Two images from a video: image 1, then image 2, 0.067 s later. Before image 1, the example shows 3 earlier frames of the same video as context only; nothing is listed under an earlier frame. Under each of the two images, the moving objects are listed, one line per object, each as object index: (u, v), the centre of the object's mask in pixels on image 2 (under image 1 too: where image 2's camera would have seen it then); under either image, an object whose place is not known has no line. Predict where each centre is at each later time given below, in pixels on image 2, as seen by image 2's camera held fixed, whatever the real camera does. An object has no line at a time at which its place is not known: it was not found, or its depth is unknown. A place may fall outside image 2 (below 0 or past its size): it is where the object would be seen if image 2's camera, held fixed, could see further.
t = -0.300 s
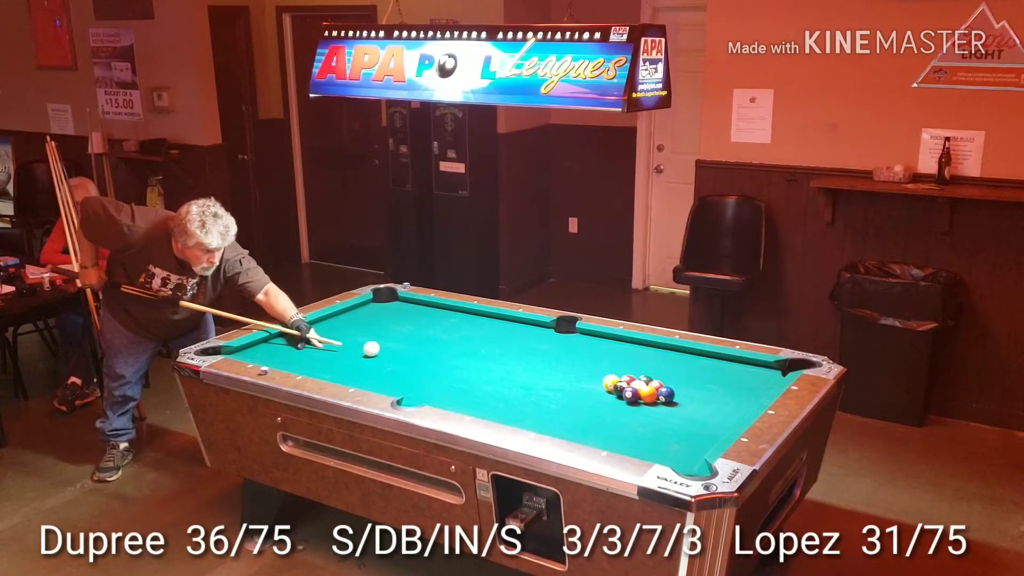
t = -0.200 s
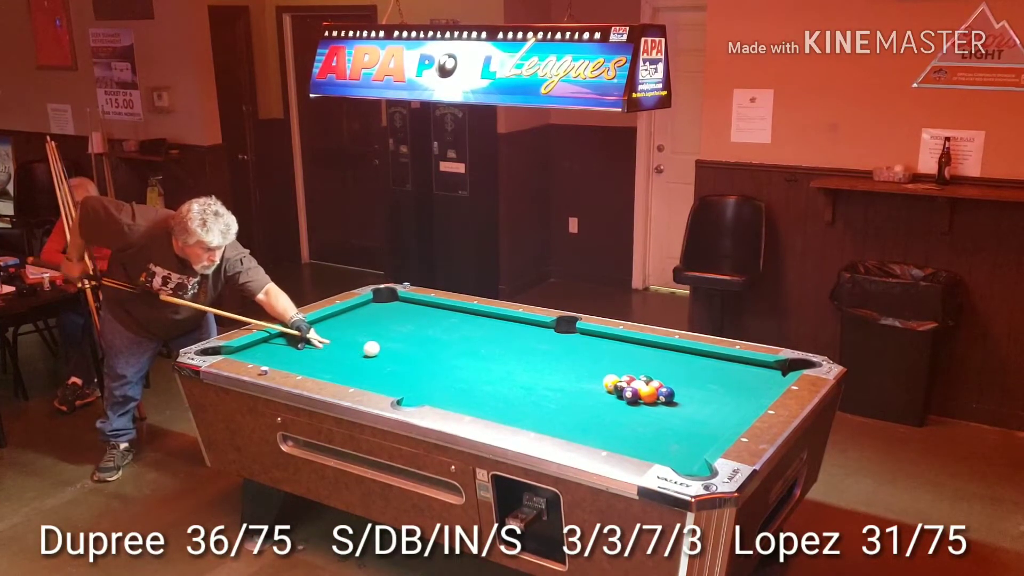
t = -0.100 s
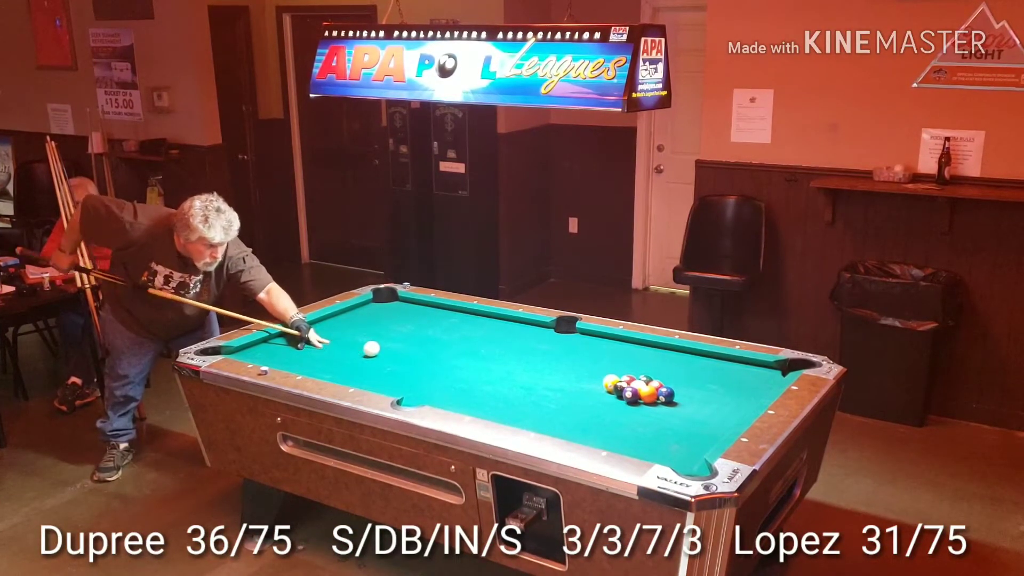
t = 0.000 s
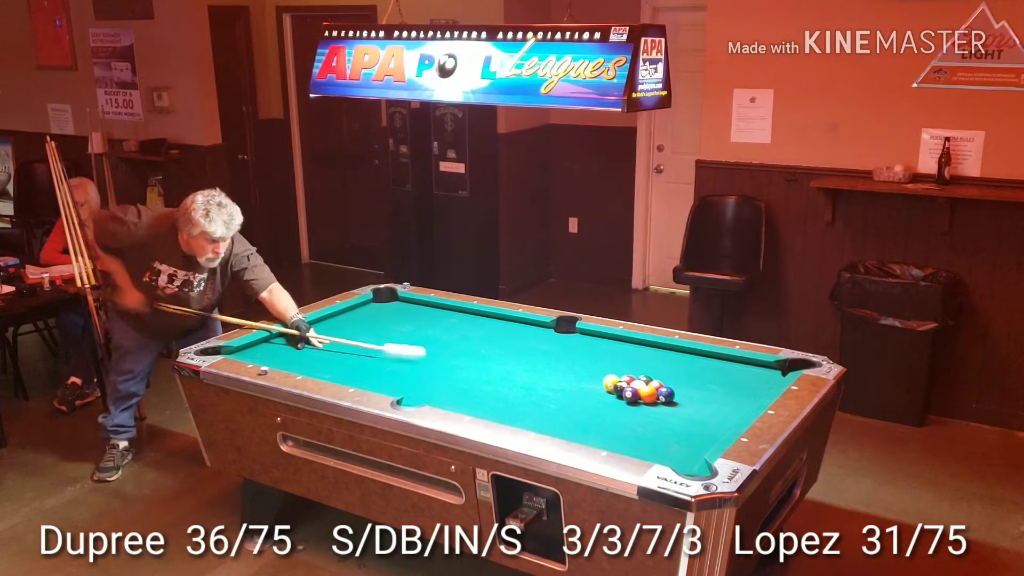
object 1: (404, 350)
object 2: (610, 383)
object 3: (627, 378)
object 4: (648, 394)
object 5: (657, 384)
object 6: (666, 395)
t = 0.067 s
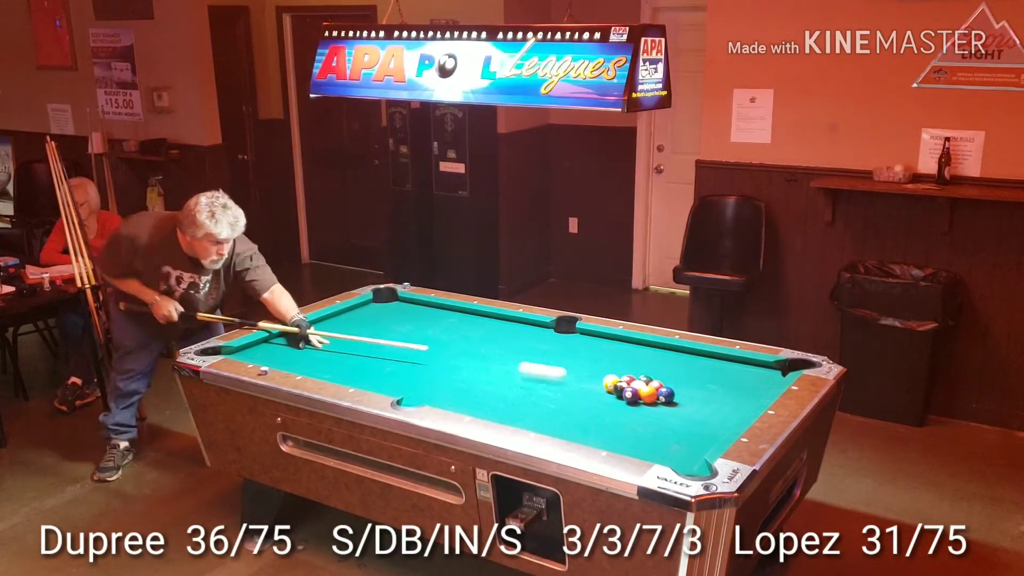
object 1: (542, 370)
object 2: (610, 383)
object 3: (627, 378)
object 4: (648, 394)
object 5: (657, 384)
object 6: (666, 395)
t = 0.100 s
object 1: (593, 375)
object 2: (610, 382)
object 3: (628, 378)
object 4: (650, 395)
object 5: (659, 385)
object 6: (670, 396)
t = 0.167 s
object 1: (578, 363)
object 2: (605, 380)
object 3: (631, 375)
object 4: (669, 405)
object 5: (678, 388)
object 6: (721, 409)
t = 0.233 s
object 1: (562, 363)
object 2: (600, 378)
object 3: (634, 370)
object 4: (688, 413)
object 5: (695, 389)
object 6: (723, 412)
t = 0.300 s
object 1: (549, 361)
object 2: (594, 376)
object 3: (635, 365)
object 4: (705, 421)
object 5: (711, 390)
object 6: (698, 405)
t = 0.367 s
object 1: (538, 360)
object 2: (589, 374)
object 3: (636, 360)
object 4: (720, 429)
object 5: (728, 390)
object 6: (675, 402)
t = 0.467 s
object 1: (525, 354)
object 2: (581, 371)
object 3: (638, 353)
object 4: (702, 430)
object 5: (722, 387)
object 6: (648, 399)
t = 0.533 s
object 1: (519, 352)
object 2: (576, 369)
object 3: (639, 349)
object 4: (689, 429)
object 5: (717, 385)
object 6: (637, 400)
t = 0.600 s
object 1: (515, 349)
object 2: (571, 367)
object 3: (640, 345)
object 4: (676, 429)
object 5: (715, 384)
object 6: (625, 400)
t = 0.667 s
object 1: (511, 347)
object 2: (566, 365)
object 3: (639, 343)
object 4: (664, 429)
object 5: (711, 382)
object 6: (613, 400)
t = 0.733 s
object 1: (508, 344)
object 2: (561, 363)
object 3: (632, 344)
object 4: (651, 429)
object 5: (709, 380)
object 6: (600, 402)
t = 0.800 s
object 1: (504, 342)
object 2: (557, 361)
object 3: (627, 345)
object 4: (639, 429)
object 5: (706, 378)
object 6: (588, 402)
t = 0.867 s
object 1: (500, 340)
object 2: (553, 359)
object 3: (621, 346)
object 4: (627, 428)
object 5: (703, 377)
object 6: (576, 403)
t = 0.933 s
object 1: (497, 338)
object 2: (548, 357)
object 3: (615, 348)
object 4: (615, 428)
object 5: (700, 375)
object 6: (564, 404)
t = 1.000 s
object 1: (494, 336)
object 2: (544, 355)
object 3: (609, 349)
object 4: (603, 427)
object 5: (698, 373)
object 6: (552, 404)
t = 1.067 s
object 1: (490, 334)
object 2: (540, 354)
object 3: (603, 350)
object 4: (591, 426)
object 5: (695, 372)
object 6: (540, 405)
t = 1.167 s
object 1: (485, 331)
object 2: (534, 351)
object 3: (595, 352)
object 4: (570, 425)
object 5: (691, 370)
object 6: (522, 404)
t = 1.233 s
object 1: (483, 329)
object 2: (530, 349)
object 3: (589, 353)
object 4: (555, 423)
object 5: (689, 368)
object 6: (511, 406)
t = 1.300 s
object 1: (480, 327)
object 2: (527, 348)
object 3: (584, 354)
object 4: (541, 421)
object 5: (687, 367)
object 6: (500, 407)
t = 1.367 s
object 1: (477, 325)
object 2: (523, 346)
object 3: (578, 356)
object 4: (527, 419)
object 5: (684, 366)
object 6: (488, 407)
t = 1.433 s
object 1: (474, 323)
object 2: (519, 345)
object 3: (573, 357)
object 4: (513, 416)
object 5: (682, 365)
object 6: (477, 407)
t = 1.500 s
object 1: (471, 322)
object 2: (516, 343)
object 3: (567, 357)
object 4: (499, 414)
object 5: (680, 363)
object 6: (466, 406)
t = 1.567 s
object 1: (468, 320)
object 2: (513, 342)
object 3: (562, 359)
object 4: (490, 411)
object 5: (678, 362)
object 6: (460, 405)
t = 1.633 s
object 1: (466, 318)
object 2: (510, 341)
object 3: (557, 360)
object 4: (482, 409)
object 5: (675, 361)
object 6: (457, 403)
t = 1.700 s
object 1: (463, 316)
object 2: (506, 339)
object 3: (551, 361)
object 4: (474, 406)
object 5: (674, 360)
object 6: (454, 402)
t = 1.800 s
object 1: (459, 314)
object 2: (502, 337)
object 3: (543, 363)
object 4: (462, 403)
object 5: (671, 358)
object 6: (448, 399)
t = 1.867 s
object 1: (457, 313)
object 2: (499, 336)
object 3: (538, 364)
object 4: (458, 401)
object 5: (669, 357)
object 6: (444, 396)
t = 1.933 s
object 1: (454, 311)
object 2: (496, 335)
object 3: (533, 365)
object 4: (453, 400)
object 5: (667, 356)
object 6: (439, 395)
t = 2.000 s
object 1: (452, 310)
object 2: (493, 334)
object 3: (528, 366)
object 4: (448, 398)
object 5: (665, 355)
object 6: (434, 392)
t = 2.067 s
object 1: (449, 308)
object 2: (490, 332)
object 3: (523, 367)
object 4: (443, 397)
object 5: (663, 354)
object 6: (430, 390)
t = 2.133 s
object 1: (446, 308)
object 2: (487, 331)
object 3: (518, 368)
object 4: (439, 396)
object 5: (661, 354)
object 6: (426, 387)
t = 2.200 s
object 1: (443, 307)
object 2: (484, 330)
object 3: (513, 370)
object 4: (434, 394)
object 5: (660, 353)
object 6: (422, 385)
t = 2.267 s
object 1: (440, 307)
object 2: (482, 329)
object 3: (508, 371)
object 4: (430, 393)
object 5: (658, 352)
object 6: (418, 383)
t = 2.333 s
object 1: (436, 307)
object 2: (479, 328)
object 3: (503, 371)
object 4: (426, 391)
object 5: (657, 351)
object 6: (413, 381)
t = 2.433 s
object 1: (432, 307)
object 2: (475, 327)
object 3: (496, 373)
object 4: (420, 389)
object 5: (654, 350)
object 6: (408, 378)
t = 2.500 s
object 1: (429, 307)
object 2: (473, 326)
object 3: (491, 374)
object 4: (416, 388)
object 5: (653, 349)
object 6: (403, 376)
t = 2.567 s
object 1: (425, 307)
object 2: (471, 325)
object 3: (486, 375)
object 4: (412, 387)
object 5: (651, 348)
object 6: (400, 374)
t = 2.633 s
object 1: (423, 307)
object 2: (469, 323)
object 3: (482, 376)
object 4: (408, 386)
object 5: (650, 348)
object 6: (396, 371)
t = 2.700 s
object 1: (420, 307)
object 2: (467, 323)
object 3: (477, 377)
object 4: (404, 384)
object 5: (649, 347)
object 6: (393, 370)
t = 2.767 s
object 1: (417, 307)
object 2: (464, 322)
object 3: (473, 378)
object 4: (400, 383)
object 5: (647, 346)
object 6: (389, 368)
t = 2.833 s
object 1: (414, 307)
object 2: (462, 321)
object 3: (468, 379)
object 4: (396, 382)
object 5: (646, 346)
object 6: (386, 366)
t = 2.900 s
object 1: (412, 306)
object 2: (460, 320)
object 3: (464, 380)
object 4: (393, 380)
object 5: (645, 345)
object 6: (382, 364)
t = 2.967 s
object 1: (409, 306)
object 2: (459, 320)
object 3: (459, 381)
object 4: (390, 379)
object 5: (644, 345)
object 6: (379, 362)
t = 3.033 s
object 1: (407, 306)
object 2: (457, 319)
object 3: (455, 382)
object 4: (386, 378)
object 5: (643, 344)
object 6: (376, 361)
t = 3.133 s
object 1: (403, 306)
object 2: (454, 318)
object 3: (449, 383)
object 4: (381, 376)
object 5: (641, 344)
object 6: (371, 357)
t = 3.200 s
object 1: (401, 306)
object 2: (452, 317)
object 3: (445, 384)
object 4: (378, 375)
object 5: (640, 343)
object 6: (368, 356)
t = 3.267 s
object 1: (398, 306)
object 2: (450, 316)
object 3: (441, 385)
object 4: (375, 374)
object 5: (639, 343)
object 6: (365, 355)
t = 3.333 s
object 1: (396, 306)
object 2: (448, 316)
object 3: (436, 386)
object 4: (372, 373)
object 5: (639, 342)
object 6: (362, 353)
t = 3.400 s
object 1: (394, 306)
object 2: (447, 315)
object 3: (432, 386)
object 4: (369, 372)
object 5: (638, 342)
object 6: (359, 351)
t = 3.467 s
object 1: (392, 306)
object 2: (445, 314)
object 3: (429, 387)
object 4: (366, 371)
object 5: (637, 342)
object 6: (356, 350)
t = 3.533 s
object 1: (390, 306)
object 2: (444, 314)
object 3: (425, 388)
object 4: (363, 370)
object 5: (636, 342)
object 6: (353, 349)
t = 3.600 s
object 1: (388, 306)
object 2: (442, 313)
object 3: (421, 389)
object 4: (360, 369)
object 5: (636, 342)
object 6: (351, 347)
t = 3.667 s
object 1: (386, 306)
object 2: (440, 313)
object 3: (418, 389)
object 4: (358, 368)
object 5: (635, 342)
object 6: (348, 345)
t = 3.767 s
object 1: (383, 306)
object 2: (438, 312)
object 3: (412, 390)
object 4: (354, 367)
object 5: (634, 342)
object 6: (344, 344)
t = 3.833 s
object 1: (382, 305)
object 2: (437, 311)
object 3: (409, 390)
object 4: (352, 366)
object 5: (634, 341)
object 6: (342, 342)
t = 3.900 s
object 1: (380, 305)
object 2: (435, 311)
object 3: (406, 391)
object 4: (349, 365)
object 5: (634, 341)
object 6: (339, 341)
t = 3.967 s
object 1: (378, 306)
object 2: (434, 310)
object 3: (403, 391)
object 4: (347, 365)
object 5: (633, 341)
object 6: (337, 340)
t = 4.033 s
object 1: (377, 305)
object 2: (433, 310)
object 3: (399, 390)
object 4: (344, 363)
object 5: (633, 341)
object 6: (334, 339)
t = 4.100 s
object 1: (375, 305)
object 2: (432, 310)
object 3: (399, 390)
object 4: (342, 363)
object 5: (634, 341)
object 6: (332, 338)
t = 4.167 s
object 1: (374, 305)
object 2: (431, 309)
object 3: (399, 389)
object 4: (340, 362)
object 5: (633, 341)
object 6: (329, 337)
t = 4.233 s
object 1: (373, 305)
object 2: (430, 309)
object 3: (399, 389)
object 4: (338, 361)
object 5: (634, 341)
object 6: (327, 335)
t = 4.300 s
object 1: (371, 305)
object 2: (428, 308)
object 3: (398, 389)
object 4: (336, 360)
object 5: (634, 341)
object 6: (325, 334)
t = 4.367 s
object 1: (370, 305)
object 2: (427, 308)
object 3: (398, 389)
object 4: (334, 360)
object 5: (634, 341)
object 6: (323, 333)
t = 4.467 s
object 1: (369, 305)
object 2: (426, 308)
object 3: (398, 388)
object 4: (331, 359)
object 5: (634, 341)
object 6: (319, 332)
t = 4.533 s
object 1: (367, 305)
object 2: (425, 307)
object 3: (398, 388)
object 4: (329, 358)
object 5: (634, 341)
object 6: (317, 331)
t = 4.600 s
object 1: (366, 305)
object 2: (424, 307)
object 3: (398, 388)
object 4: (328, 358)
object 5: (634, 341)
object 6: (315, 330)
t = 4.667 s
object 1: (366, 305)
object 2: (423, 307)
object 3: (398, 388)
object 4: (326, 357)
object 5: (634, 342)
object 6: (313, 329)
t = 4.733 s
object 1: (365, 305)
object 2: (422, 306)
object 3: (399, 387)
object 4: (324, 357)
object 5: (634, 341)
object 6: (312, 328)
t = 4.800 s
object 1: (364, 305)
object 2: (422, 306)
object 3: (398, 387)
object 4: (322, 356)
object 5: (634, 341)
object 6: (309, 328)
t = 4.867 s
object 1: (363, 304)
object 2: (421, 306)
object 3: (398, 387)
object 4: (321, 356)
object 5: (634, 341)
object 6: (307, 327)
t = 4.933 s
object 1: (363, 304)
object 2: (420, 306)
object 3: (399, 387)
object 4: (319, 355)
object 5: (634, 341)
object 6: (307, 327)
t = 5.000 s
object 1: (363, 304)
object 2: (420, 306)
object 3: (399, 387)
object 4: (318, 354)
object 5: (634, 341)
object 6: (309, 327)
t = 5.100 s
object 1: (363, 304)
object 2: (419, 305)
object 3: (399, 386)
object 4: (316, 354)
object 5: (634, 341)
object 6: (312, 327)
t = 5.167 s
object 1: (363, 304)
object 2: (419, 305)
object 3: (399, 386)
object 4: (315, 353)
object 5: (634, 341)
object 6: (314, 327)
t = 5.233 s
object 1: (362, 304)
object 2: (418, 305)
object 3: (399, 386)
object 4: (313, 353)
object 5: (634, 341)
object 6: (315, 327)
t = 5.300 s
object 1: (362, 304)
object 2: (418, 305)
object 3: (400, 386)
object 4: (312, 352)
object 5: (634, 342)
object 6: (317, 327)
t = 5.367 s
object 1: (363, 304)
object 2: (418, 305)
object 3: (400, 386)
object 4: (311, 352)
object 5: (634, 341)
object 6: (318, 327)
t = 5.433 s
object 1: (363, 304)
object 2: (417, 305)
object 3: (400, 386)
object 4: (309, 352)
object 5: (634, 341)
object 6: (319, 328)
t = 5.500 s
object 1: (363, 304)
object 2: (417, 305)
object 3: (400, 386)
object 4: (308, 352)
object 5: (634, 342)
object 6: (321, 328)
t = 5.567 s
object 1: (362, 305)
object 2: (417, 305)
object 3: (400, 386)
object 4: (307, 351)
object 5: (634, 341)
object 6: (322, 328)
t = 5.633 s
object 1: (362, 305)
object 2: (417, 304)
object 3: (400, 386)
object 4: (306, 351)
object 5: (634, 341)
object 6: (323, 328)
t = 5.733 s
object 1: (362, 305)
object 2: (417, 304)
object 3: (400, 386)
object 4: (304, 351)
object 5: (634, 342)
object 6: (325, 329)
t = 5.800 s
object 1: (362, 305)
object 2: (417, 304)
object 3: (400, 386)
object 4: (303, 351)
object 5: (634, 341)
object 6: (325, 329)
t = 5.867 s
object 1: (362, 305)
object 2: (417, 304)
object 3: (400, 386)
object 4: (302, 351)
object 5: (634, 341)
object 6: (326, 330)
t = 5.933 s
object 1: (361, 305)
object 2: (417, 304)
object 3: (400, 386)
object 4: (301, 351)
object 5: (634, 341)
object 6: (326, 330)
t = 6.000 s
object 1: (361, 305)
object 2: (417, 304)
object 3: (400, 386)
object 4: (300, 350)
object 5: (634, 341)
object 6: (327, 330)
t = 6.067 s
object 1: (361, 305)
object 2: (417, 304)
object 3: (400, 386)
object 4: (300, 350)
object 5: (634, 341)
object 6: (327, 330)
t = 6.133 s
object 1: (361, 305)
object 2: (417, 304)
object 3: (400, 386)
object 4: (299, 350)
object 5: (634, 341)
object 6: (327, 330)
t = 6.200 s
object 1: (361, 305)
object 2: (417, 304)
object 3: (400, 386)
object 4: (298, 350)
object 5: (634, 341)
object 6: (328, 330)
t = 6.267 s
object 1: (361, 305)
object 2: (417, 304)
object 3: (400, 386)
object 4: (298, 350)
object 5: (634, 341)
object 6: (328, 331)
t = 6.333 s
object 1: (361, 305)
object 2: (417, 304)
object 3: (400, 386)
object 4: (297, 350)
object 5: (634, 341)
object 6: (328, 331)
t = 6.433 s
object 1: (361, 305)
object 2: (417, 304)
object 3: (400, 386)
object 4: (297, 350)
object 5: (634, 341)
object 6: (329, 331)
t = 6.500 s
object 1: (361, 305)
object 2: (417, 304)
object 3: (400, 386)
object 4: (296, 349)
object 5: (634, 341)
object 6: (329, 331)
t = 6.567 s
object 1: (361, 305)
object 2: (417, 304)
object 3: (400, 386)
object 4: (297, 349)
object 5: (634, 341)
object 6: (329, 331)
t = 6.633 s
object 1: (361, 306)
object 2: (417, 304)
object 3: (400, 386)
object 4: (296, 349)
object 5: (634, 341)
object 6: (329, 331)
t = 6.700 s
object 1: (361, 305)
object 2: (417, 304)
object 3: (400, 386)
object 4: (296, 349)
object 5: (634, 341)
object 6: (329, 331)
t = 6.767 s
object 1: (361, 305)
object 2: (417, 304)
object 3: (400, 386)
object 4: (296, 349)
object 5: (634, 341)
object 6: (329, 331)
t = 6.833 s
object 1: (361, 305)
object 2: (417, 304)
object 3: (400, 386)
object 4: (297, 349)
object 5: (634, 341)
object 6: (329, 331)
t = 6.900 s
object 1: (361, 305)
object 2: (417, 304)
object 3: (400, 386)
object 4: (296, 349)
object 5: (634, 342)
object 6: (329, 331)
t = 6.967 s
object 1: (361, 305)
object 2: (417, 304)
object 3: (400, 386)
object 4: (296, 349)
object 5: (634, 341)
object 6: (329, 331)
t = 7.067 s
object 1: (361, 305)
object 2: (417, 304)
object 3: (400, 386)
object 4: (297, 349)
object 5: (634, 341)
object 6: (329, 331)
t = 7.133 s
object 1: (361, 305)
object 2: (417, 304)
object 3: (400, 386)
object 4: (296, 349)
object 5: (634, 341)
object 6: (329, 331)
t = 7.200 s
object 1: (361, 305)
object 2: (417, 304)
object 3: (400, 386)
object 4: (297, 349)
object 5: (634, 341)
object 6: (329, 331)
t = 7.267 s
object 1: (361, 305)
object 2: (417, 304)
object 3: (400, 386)
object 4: (296, 349)
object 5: (634, 341)
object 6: (329, 331)
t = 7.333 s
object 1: (361, 306)
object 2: (417, 304)
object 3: (400, 386)
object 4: (297, 349)
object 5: (634, 341)
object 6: (329, 331)
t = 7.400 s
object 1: (361, 306)
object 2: (417, 304)
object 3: (400, 386)
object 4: (296, 349)
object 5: (634, 341)
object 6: (329, 331)
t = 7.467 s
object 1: (361, 306)
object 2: (417, 304)
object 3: (400, 386)
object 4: (297, 349)
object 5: (634, 341)
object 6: (329, 331)
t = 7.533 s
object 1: (361, 306)
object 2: (417, 304)
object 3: (400, 386)
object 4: (297, 349)
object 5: (634, 341)
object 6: (329, 331)
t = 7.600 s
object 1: (361, 306)
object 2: (417, 304)
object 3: (400, 386)
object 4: (297, 349)
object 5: (634, 341)
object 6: (329, 331)
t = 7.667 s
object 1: (361, 306)
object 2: (417, 304)
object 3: (400, 386)
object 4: (297, 349)
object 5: (634, 341)
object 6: (329, 331)
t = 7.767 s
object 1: (361, 305)
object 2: (417, 304)
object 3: (400, 386)
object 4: (297, 349)
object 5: (634, 341)
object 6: (329, 331)
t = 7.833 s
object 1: (361, 305)
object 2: (417, 304)
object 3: (400, 386)
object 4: (297, 349)
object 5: (634, 341)
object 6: (329, 331)
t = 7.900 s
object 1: (361, 306)
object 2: (417, 304)
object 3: (400, 386)
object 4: (296, 349)
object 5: (634, 341)
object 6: (329, 331)
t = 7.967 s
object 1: (361, 306)
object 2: (417, 304)
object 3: (400, 386)
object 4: (296, 349)
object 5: (634, 341)
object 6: (329, 331)
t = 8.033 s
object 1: (361, 305)
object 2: (417, 304)
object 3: (400, 386)
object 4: (297, 349)
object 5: (634, 341)
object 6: (329, 331)
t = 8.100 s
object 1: (361, 306)
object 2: (417, 304)
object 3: (400, 386)
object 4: (296, 349)
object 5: (634, 341)
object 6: (329, 331)
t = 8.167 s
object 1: (361, 305)
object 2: (417, 304)
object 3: (400, 386)
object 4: (296, 349)
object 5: (634, 341)
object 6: (329, 331)
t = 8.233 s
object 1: (361, 305)
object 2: (417, 304)
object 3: (400, 386)
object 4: (296, 349)
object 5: (634, 341)
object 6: (329, 331)
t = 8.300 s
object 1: (361, 305)
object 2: (417, 304)
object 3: (400, 386)
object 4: (296, 349)
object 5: (634, 341)
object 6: (329, 331)
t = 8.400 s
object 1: (361, 305)
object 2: (417, 304)
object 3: (400, 386)
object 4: (296, 350)
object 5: (634, 341)
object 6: (329, 331)
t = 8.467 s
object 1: (361, 305)
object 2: (417, 304)
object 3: (400, 386)
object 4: (296, 349)
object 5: (634, 341)
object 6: (329, 331)
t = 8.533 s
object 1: (361, 305)
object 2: (417, 304)
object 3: (400, 386)
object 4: (297, 349)
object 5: (634, 342)
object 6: (329, 331)
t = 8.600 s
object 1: (361, 305)
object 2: (417, 304)
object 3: (400, 386)
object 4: (296, 350)
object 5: (634, 342)
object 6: (329, 331)
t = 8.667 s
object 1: (361, 305)
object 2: (417, 304)
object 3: (400, 386)
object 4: (296, 350)
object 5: (634, 342)
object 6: (329, 331)
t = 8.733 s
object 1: (361, 305)
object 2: (417, 304)
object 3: (400, 386)
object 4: (296, 350)
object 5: (634, 341)
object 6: (329, 331)
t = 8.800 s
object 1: (361, 305)
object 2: (417, 304)
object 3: (400, 386)
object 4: (296, 349)
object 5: (634, 342)
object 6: (329, 331)
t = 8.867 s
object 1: (361, 305)
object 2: (417, 304)
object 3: (400, 386)
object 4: (296, 349)
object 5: (634, 341)
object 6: (329, 331)
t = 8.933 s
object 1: (361, 305)
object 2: (417, 304)
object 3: (400, 386)
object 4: (296, 349)
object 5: (634, 341)
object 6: (329, 331)
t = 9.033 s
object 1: (361, 305)
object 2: (417, 304)
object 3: (400, 386)
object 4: (296, 349)
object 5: (634, 341)
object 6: (329, 331)
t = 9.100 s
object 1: (361, 305)
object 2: (417, 304)
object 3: (400, 386)
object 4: (296, 349)
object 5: (634, 341)
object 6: (329, 331)
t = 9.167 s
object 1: (361, 305)
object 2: (417, 304)
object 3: (400, 386)
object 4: (296, 350)
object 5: (634, 341)
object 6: (329, 331)
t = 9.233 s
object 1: (361, 305)
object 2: (417, 304)
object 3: (400, 386)
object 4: (296, 350)
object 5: (634, 341)
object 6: (329, 331)
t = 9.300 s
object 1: (361, 305)
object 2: (417, 304)
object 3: (400, 386)
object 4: (296, 350)
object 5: (634, 341)
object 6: (329, 331)
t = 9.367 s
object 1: (361, 305)
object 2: (417, 304)
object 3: (400, 386)
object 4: (296, 349)
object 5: (634, 341)
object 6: (329, 331)
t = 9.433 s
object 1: (361, 305)
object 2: (417, 304)
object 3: (400, 386)
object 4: (296, 350)
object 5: (634, 341)
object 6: (329, 331)
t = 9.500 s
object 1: (361, 305)
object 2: (417, 304)
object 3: (400, 386)
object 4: (296, 350)
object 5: (634, 341)
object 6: (329, 331)
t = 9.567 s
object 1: (361, 305)
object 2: (417, 304)
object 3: (400, 386)
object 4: (296, 350)
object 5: (634, 341)
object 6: (329, 331)
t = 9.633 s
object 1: (361, 305)
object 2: (417, 304)
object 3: (400, 386)
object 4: (296, 349)
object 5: (634, 341)
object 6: (329, 331)
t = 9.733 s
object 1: (361, 305)
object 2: (417, 304)
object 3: (400, 386)
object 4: (296, 349)
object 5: (634, 341)
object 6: (329, 331)
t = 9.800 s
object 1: (361, 305)
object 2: (417, 304)
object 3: (400, 386)
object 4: (296, 349)
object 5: (634, 341)
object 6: (329, 331)
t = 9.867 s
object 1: (361, 305)
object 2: (417, 304)
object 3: (400, 386)
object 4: (296, 350)
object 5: (634, 342)
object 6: (329, 331)
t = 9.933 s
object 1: (361, 305)
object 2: (417, 304)
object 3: (400, 386)
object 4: (296, 350)
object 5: (634, 341)
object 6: (329, 331)
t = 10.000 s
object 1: (361, 305)
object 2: (417, 304)
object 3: (400, 386)
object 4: (296, 350)
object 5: (634, 342)
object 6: (329, 331)
